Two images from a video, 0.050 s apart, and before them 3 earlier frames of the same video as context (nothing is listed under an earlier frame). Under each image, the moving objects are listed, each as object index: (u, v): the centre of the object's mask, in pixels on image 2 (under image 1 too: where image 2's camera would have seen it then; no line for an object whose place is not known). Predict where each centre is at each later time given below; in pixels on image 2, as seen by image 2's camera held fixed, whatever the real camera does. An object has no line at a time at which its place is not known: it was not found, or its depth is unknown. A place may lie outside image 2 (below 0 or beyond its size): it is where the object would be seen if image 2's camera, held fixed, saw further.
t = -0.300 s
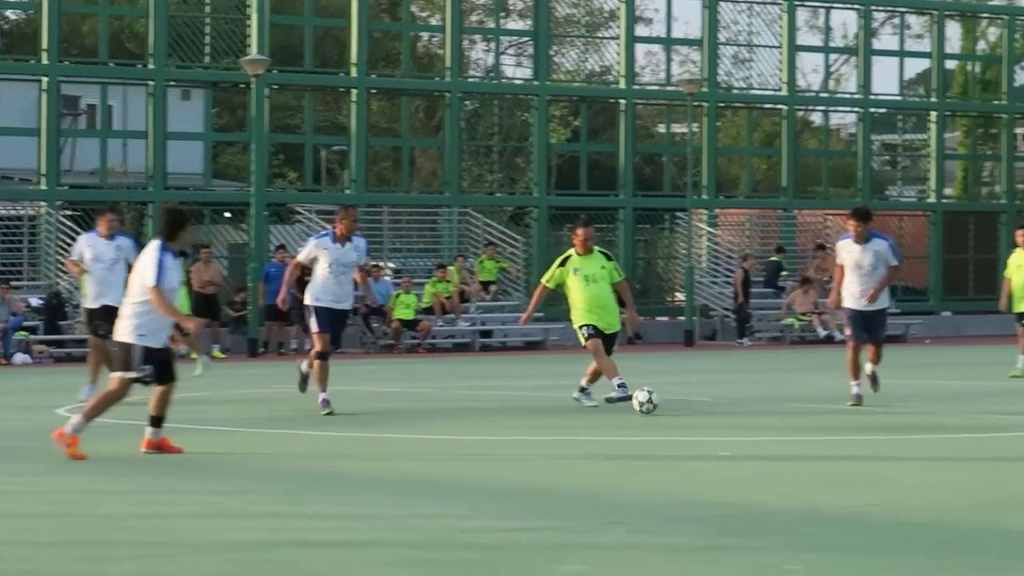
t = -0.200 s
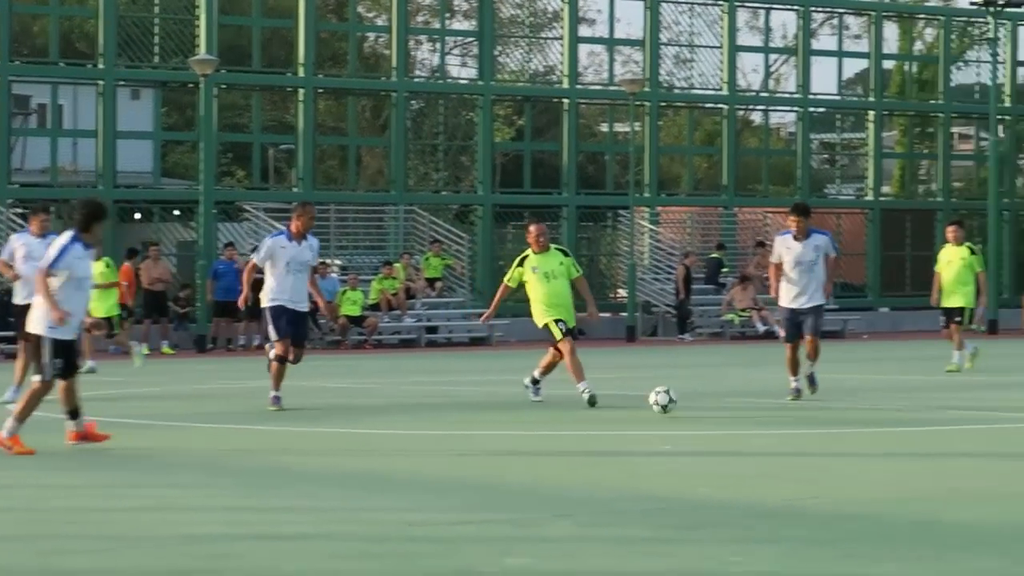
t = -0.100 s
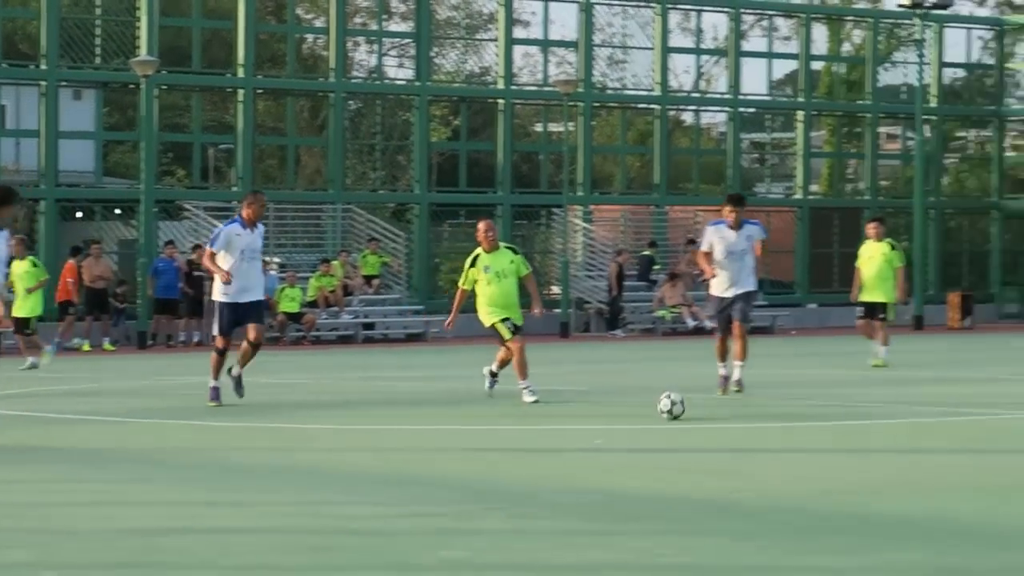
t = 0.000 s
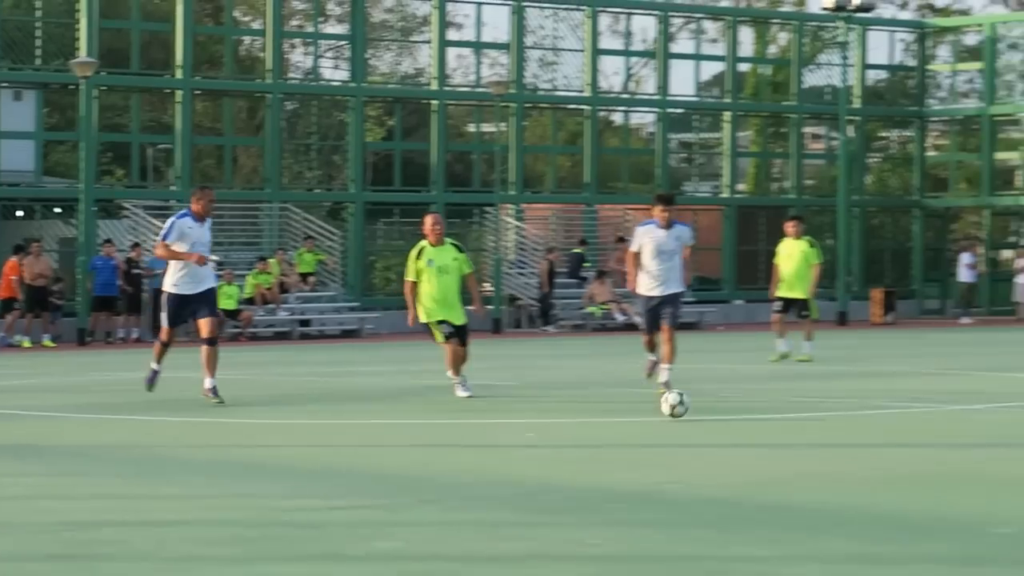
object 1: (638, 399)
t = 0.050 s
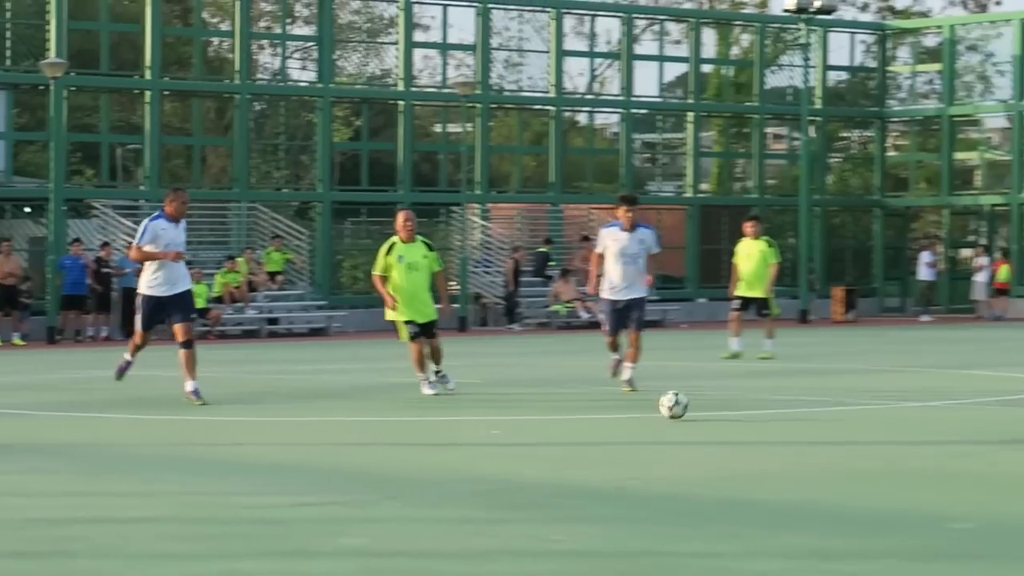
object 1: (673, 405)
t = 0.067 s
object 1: (685, 404)
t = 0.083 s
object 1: (697, 405)
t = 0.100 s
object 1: (711, 405)
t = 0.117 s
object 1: (723, 406)
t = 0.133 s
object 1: (735, 408)
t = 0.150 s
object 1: (748, 410)
